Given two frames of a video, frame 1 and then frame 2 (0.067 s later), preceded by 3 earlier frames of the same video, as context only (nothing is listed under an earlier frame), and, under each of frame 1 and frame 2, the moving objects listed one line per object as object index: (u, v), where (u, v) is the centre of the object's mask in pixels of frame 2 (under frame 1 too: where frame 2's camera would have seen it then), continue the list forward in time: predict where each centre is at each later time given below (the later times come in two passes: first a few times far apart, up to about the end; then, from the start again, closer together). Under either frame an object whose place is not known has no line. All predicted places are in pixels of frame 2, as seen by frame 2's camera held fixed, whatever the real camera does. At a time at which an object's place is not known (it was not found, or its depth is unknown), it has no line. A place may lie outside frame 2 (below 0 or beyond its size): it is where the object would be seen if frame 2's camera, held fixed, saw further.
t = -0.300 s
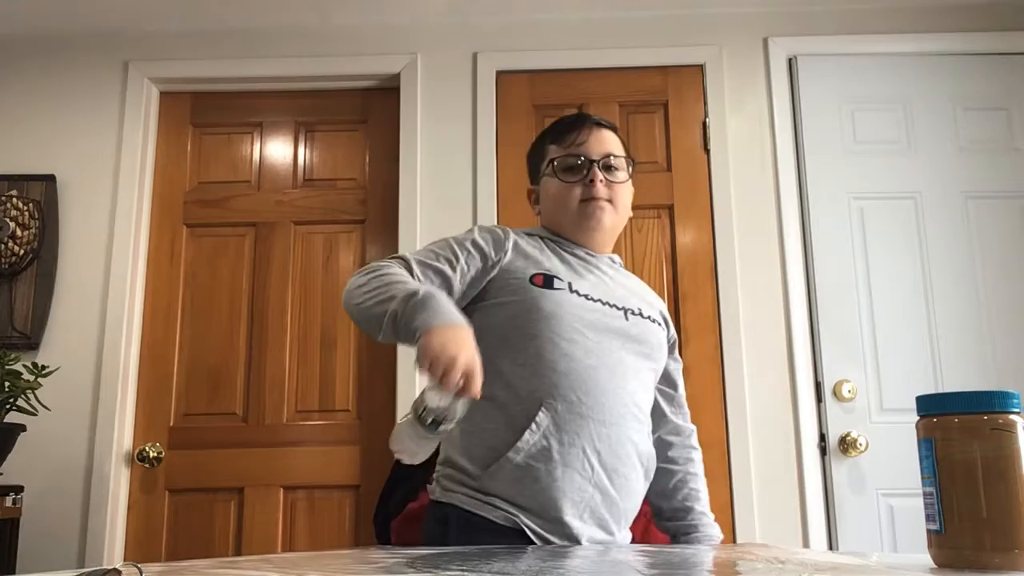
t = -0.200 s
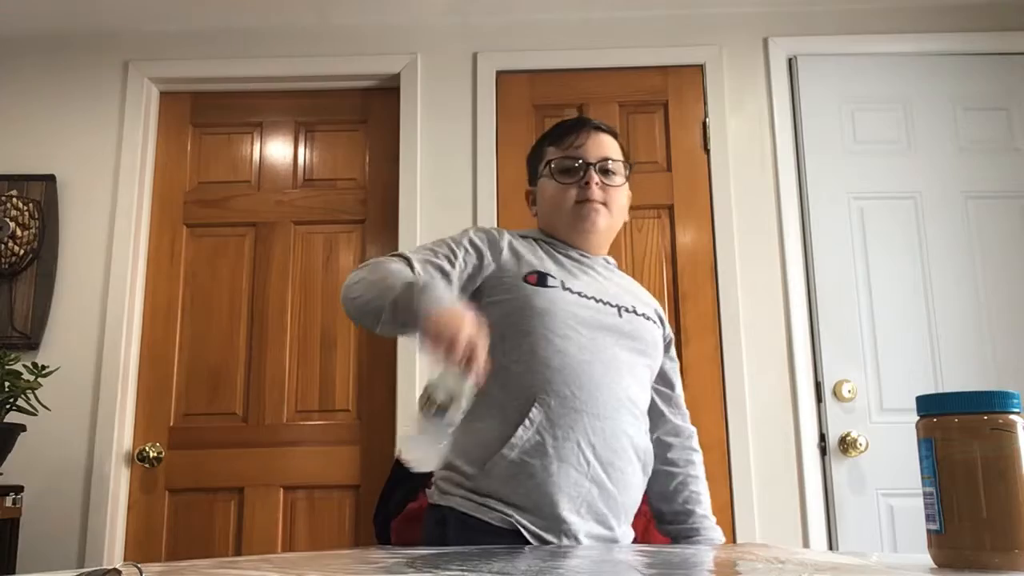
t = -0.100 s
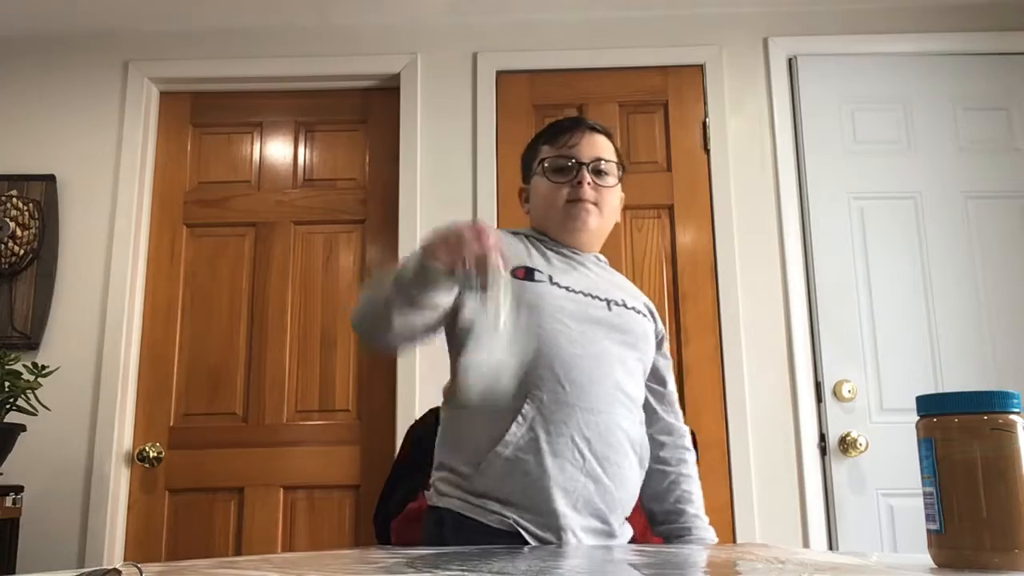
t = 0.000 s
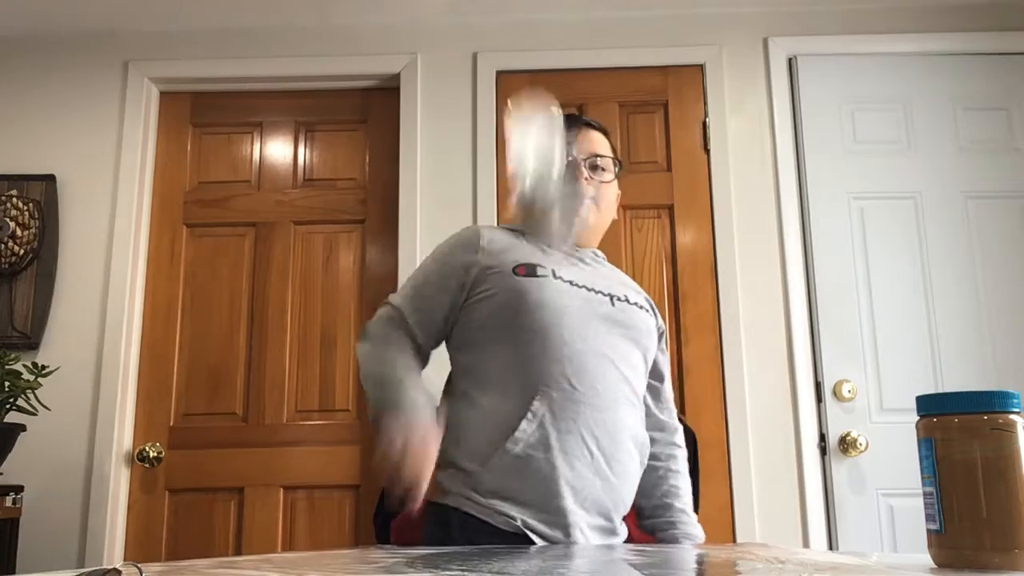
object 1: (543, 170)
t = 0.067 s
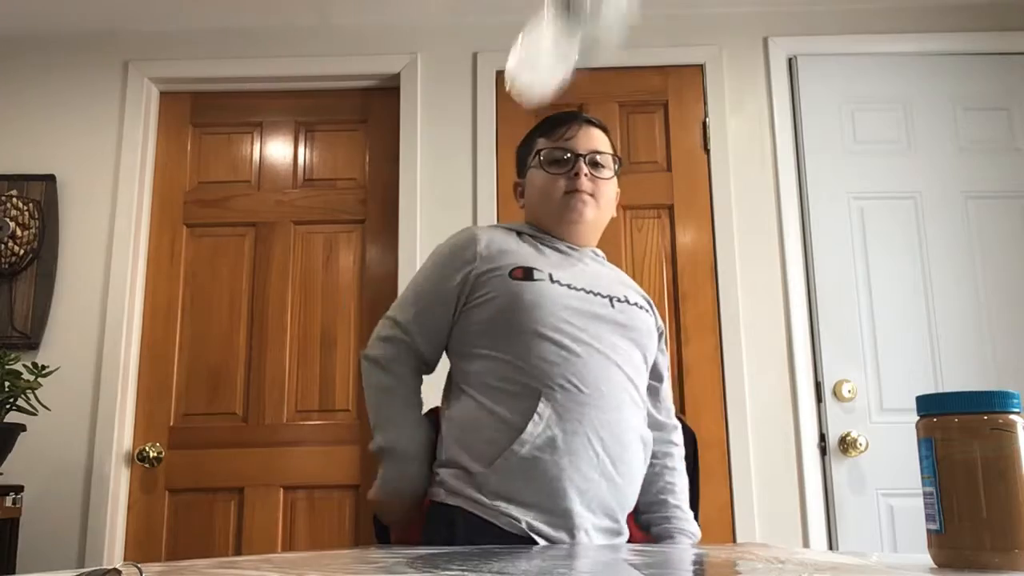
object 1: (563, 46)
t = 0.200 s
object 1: (582, 7)
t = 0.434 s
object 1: (689, 148)
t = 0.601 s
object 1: (868, 545)
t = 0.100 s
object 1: (550, 35)
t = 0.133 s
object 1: (556, 23)
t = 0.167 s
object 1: (568, 13)
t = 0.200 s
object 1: (582, 7)
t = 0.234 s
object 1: (600, 3)
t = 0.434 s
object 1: (689, 148)
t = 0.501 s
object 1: (742, 418)
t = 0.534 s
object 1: (779, 459)
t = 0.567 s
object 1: (848, 493)
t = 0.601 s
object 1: (868, 545)
